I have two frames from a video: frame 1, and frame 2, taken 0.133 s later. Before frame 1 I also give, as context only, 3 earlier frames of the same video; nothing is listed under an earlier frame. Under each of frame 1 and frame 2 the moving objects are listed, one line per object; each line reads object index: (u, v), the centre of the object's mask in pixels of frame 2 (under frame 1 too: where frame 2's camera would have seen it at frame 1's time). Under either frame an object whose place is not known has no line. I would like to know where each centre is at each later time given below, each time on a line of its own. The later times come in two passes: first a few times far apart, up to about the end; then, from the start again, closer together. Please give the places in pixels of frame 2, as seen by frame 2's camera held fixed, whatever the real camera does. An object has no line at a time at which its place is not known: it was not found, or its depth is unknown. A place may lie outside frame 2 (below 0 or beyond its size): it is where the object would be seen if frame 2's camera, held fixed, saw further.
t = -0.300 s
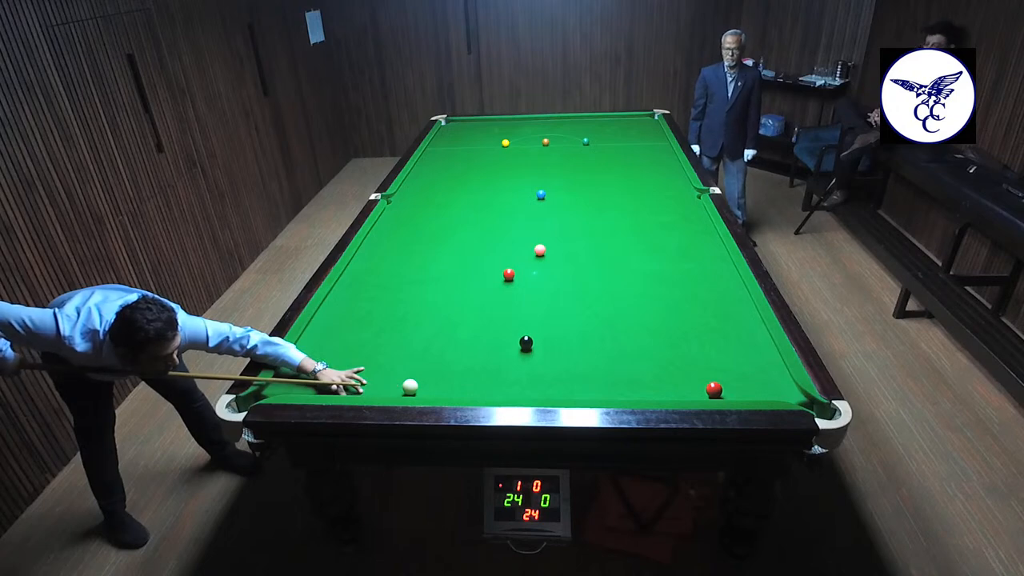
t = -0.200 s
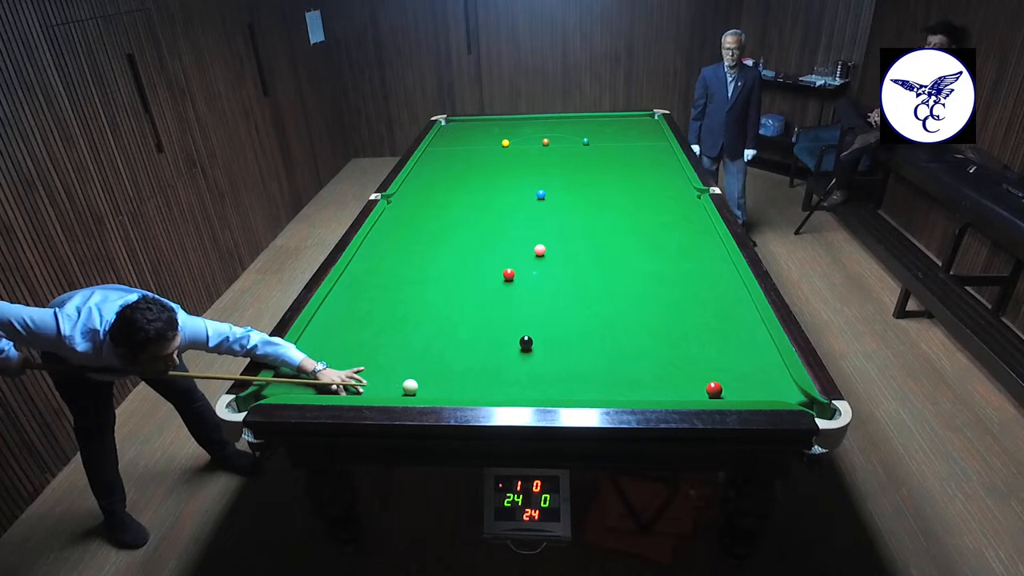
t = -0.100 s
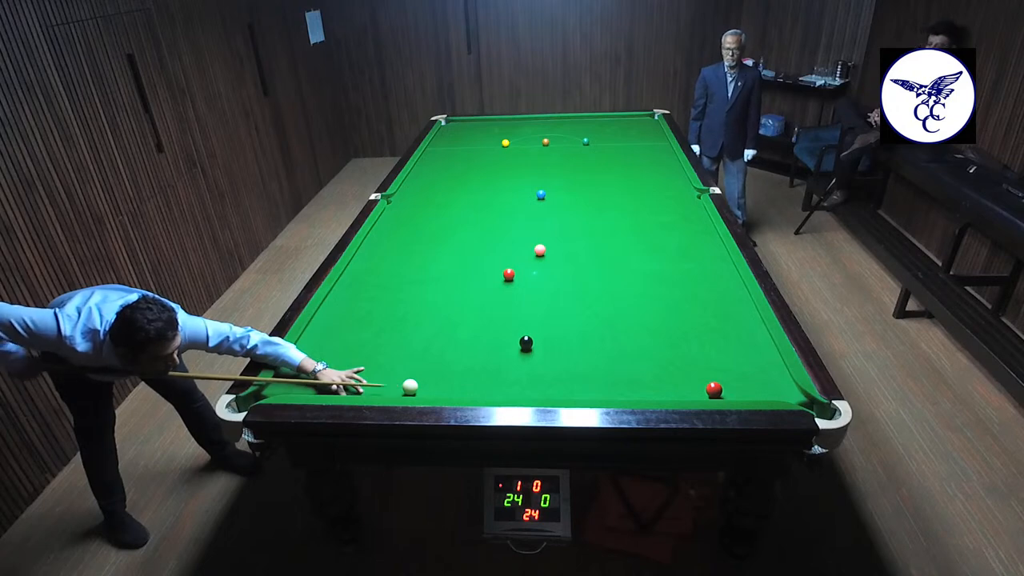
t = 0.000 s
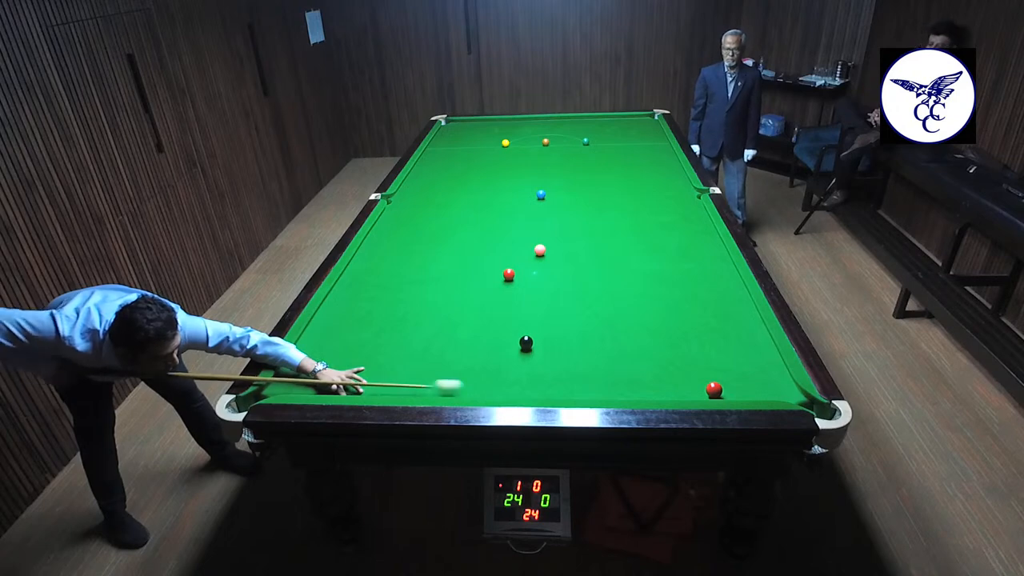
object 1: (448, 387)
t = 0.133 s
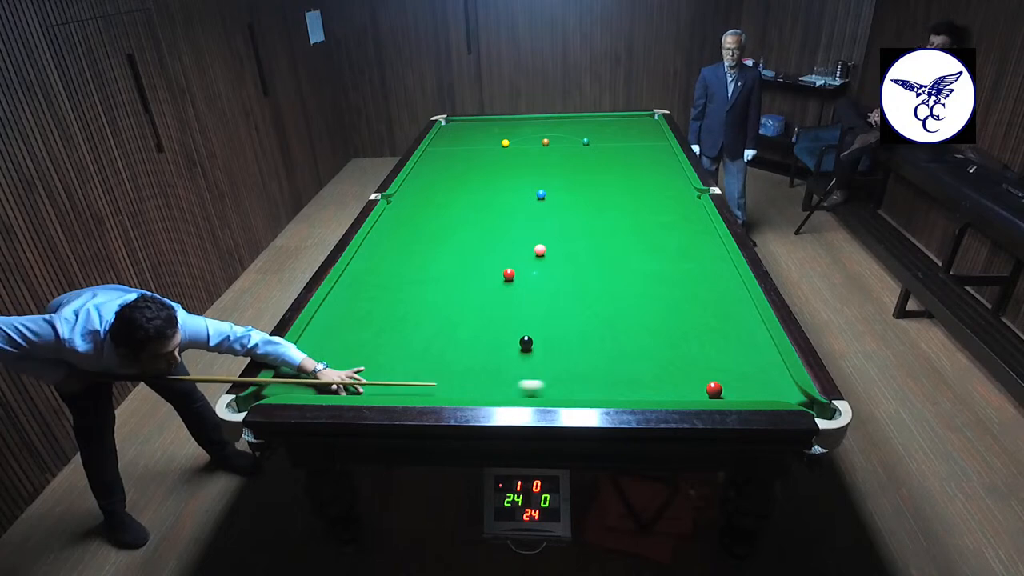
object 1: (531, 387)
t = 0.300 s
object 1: (626, 388)
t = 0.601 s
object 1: (710, 379)
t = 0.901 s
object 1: (748, 366)
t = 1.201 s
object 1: (767, 355)
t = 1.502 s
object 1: (738, 348)
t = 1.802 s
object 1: (712, 341)
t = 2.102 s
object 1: (689, 335)
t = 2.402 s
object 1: (670, 330)
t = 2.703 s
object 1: (654, 325)
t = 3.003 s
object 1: (639, 322)
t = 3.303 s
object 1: (628, 320)
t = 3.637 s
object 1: (617, 317)
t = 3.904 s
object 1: (611, 316)
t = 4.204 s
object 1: (606, 315)
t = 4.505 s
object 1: (603, 315)
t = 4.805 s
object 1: (602, 315)
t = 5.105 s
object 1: (602, 315)
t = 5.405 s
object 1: (602, 315)
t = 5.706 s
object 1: (602, 315)
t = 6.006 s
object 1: (602, 315)
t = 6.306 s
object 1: (602, 315)
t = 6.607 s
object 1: (602, 315)
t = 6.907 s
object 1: (602, 315)
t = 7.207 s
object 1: (602, 315)
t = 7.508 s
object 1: (602, 315)
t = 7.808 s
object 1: (602, 315)
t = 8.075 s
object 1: (602, 315)
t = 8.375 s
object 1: (602, 315)
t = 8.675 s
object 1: (602, 315)
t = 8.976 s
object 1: (602, 315)
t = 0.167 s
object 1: (550, 388)
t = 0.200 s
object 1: (569, 388)
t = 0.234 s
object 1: (588, 388)
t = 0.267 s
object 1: (607, 388)
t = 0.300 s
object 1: (626, 388)
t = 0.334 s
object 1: (644, 388)
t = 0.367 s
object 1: (663, 388)
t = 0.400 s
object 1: (682, 388)
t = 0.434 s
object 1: (696, 387)
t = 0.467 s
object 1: (698, 386)
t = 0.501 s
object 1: (700, 384)
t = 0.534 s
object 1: (702, 382)
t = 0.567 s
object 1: (706, 380)
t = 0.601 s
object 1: (710, 379)
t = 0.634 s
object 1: (714, 378)
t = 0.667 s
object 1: (719, 376)
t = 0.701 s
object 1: (723, 374)
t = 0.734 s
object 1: (727, 373)
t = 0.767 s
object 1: (732, 372)
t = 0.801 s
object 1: (736, 370)
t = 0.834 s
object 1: (740, 369)
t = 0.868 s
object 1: (744, 367)
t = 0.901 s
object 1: (748, 366)
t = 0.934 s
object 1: (752, 365)
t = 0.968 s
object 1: (756, 363)
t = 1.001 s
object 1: (760, 362)
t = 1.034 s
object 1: (764, 361)
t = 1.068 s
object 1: (767, 360)
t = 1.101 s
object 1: (771, 358)
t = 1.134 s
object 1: (774, 357)
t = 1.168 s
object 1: (771, 356)
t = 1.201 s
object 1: (767, 355)
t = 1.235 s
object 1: (764, 355)
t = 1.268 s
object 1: (760, 354)
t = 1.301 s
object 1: (757, 353)
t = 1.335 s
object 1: (754, 352)
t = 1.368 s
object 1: (750, 351)
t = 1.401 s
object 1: (747, 350)
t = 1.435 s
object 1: (744, 349)
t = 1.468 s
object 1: (741, 349)
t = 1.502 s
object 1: (738, 348)
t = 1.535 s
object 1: (735, 347)
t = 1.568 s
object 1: (732, 346)
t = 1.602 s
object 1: (729, 345)
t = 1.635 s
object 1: (726, 345)
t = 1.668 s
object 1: (723, 344)
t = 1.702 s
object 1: (720, 343)
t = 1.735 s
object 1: (717, 343)
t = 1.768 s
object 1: (715, 341)
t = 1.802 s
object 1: (712, 341)
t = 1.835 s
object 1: (709, 340)
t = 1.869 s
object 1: (707, 339)
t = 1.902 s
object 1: (704, 339)
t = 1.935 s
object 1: (701, 338)
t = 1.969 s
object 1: (699, 337)
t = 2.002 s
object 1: (696, 337)
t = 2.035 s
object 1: (694, 336)
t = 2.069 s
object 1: (692, 335)
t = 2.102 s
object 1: (689, 335)
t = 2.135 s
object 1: (687, 334)
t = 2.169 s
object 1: (684, 333)
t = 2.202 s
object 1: (682, 333)
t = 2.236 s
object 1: (680, 332)
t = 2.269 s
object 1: (678, 332)
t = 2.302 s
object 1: (676, 331)
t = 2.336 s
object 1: (674, 331)
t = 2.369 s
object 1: (672, 330)
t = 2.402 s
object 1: (670, 330)
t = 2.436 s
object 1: (668, 329)
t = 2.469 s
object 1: (666, 329)
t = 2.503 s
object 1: (664, 328)
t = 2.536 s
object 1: (662, 328)
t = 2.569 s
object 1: (661, 327)
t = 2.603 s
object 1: (659, 327)
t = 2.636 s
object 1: (657, 326)
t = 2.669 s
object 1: (655, 326)
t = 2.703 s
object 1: (654, 325)
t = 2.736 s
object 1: (652, 325)
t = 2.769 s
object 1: (650, 325)
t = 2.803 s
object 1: (649, 324)
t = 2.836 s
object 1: (647, 324)
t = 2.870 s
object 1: (645, 323)
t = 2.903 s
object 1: (644, 323)
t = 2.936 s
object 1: (642, 323)
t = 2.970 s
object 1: (641, 322)
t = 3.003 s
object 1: (639, 322)
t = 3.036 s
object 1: (638, 322)
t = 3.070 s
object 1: (637, 321)
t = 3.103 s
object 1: (635, 321)
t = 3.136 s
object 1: (634, 321)
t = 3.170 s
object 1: (633, 321)
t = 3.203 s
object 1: (631, 320)
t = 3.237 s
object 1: (630, 320)
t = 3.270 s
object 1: (629, 320)
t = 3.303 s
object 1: (628, 320)
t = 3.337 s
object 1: (626, 319)
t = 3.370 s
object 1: (625, 319)
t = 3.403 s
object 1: (624, 319)
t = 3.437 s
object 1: (623, 318)
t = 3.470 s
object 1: (625, 316)
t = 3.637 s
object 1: (617, 317)
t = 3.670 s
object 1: (616, 316)
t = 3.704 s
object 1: (615, 316)
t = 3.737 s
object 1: (614, 316)
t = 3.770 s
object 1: (614, 316)
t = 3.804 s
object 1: (613, 316)
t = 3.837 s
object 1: (612, 316)
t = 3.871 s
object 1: (611, 316)
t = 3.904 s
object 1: (611, 316)
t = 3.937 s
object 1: (610, 316)
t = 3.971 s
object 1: (610, 316)
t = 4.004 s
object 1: (609, 316)
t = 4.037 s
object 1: (608, 316)
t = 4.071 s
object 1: (608, 316)
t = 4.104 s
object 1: (607, 316)
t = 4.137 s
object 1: (607, 315)
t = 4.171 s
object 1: (606, 315)
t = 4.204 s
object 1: (606, 315)
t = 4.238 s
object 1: (605, 315)
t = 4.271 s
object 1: (605, 315)
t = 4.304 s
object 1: (605, 315)
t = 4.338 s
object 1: (604, 315)
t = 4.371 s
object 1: (604, 315)
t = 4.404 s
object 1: (604, 315)
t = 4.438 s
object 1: (604, 315)
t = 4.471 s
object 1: (603, 315)
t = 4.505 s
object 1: (603, 315)
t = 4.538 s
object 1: (603, 315)
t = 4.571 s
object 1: (603, 315)
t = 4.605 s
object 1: (603, 315)
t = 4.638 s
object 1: (603, 315)
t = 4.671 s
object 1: (603, 315)
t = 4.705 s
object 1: (602, 315)
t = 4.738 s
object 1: (602, 315)
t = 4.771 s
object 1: (602, 315)
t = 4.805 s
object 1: (602, 315)
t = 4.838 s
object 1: (602, 315)
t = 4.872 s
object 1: (602, 315)
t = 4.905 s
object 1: (602, 315)
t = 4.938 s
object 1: (602, 315)
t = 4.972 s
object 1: (602, 315)
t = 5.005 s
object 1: (602, 315)
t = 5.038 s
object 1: (602, 315)
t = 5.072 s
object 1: (602, 315)
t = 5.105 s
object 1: (602, 315)
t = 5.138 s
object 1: (602, 315)
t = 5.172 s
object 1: (602, 315)
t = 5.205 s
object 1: (602, 315)
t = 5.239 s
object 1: (602, 315)
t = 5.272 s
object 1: (602, 315)
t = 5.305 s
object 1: (602, 315)
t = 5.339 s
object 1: (602, 315)
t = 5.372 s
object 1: (602, 315)
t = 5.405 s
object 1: (602, 315)
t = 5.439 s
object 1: (602, 315)
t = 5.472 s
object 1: (602, 315)
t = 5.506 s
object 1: (602, 315)
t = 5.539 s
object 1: (602, 315)
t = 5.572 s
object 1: (602, 315)
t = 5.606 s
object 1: (602, 315)
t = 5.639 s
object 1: (602, 315)
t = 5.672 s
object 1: (602, 315)
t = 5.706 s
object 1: (602, 315)
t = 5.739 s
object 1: (602, 315)
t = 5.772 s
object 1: (602, 315)
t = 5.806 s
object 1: (602, 315)
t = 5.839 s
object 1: (602, 315)
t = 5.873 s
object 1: (602, 315)
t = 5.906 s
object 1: (602, 315)
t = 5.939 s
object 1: (602, 315)
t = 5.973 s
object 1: (602, 315)
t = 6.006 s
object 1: (602, 315)
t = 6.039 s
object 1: (602, 315)
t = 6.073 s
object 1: (602, 315)
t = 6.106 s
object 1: (602, 315)
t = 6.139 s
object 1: (602, 315)
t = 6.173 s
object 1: (602, 315)
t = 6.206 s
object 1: (602, 315)
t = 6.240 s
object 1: (602, 315)
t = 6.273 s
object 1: (602, 315)
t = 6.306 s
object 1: (602, 315)
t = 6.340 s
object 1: (602, 315)
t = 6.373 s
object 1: (602, 315)
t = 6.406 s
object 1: (602, 315)
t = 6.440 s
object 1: (602, 315)
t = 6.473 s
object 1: (602, 315)
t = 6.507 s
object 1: (602, 315)
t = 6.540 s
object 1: (602, 315)
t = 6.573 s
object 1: (602, 315)
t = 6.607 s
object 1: (602, 315)
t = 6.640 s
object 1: (602, 315)
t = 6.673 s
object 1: (602, 315)
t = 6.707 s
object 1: (602, 315)
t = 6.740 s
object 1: (602, 315)
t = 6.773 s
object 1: (602, 315)
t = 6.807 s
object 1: (602, 315)
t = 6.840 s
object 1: (602, 315)
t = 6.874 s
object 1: (602, 315)
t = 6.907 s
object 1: (602, 315)
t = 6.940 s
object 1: (602, 315)
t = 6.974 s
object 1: (602, 315)
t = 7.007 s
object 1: (602, 315)
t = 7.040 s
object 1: (602, 315)
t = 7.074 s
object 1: (602, 315)
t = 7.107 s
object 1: (602, 315)
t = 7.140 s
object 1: (602, 315)
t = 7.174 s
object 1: (602, 315)
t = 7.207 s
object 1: (602, 315)
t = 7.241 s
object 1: (602, 315)
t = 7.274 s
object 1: (602, 315)
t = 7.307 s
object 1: (602, 315)
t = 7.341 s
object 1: (602, 315)
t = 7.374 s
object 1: (602, 315)
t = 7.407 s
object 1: (602, 315)
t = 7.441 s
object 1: (602, 315)
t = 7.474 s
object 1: (602, 315)
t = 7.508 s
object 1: (602, 315)
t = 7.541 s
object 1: (602, 315)
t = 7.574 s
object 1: (602, 315)
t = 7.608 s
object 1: (602, 315)
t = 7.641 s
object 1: (602, 315)
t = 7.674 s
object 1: (602, 315)
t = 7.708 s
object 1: (602, 315)
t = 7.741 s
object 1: (602, 315)
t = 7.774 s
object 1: (602, 315)
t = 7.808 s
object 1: (602, 315)
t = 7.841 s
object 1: (602, 315)
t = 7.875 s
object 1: (602, 315)
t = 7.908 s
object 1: (602, 315)
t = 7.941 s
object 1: (602, 315)
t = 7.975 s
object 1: (602, 315)
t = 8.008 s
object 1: (602, 315)
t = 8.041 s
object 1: (602, 315)
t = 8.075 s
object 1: (602, 315)
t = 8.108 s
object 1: (602, 315)
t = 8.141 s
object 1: (602, 315)
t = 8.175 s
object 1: (602, 315)
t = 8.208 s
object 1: (602, 315)
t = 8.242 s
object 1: (602, 315)
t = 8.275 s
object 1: (602, 315)
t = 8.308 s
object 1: (602, 315)
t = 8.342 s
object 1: (602, 315)
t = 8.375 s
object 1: (602, 315)
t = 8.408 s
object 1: (602, 315)
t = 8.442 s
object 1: (602, 315)
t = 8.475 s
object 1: (602, 315)
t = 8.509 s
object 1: (602, 315)
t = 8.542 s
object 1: (602, 315)
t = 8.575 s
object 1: (602, 315)
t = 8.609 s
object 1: (602, 315)
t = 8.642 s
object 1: (602, 315)
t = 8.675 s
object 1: (602, 315)
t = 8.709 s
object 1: (602, 315)
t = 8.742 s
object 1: (602, 315)
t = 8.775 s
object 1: (602, 315)
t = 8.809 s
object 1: (602, 315)
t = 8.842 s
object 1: (602, 315)
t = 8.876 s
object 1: (602, 315)
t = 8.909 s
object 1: (602, 315)
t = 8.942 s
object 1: (602, 315)
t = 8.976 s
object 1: (602, 315)
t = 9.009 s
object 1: (602, 315)
